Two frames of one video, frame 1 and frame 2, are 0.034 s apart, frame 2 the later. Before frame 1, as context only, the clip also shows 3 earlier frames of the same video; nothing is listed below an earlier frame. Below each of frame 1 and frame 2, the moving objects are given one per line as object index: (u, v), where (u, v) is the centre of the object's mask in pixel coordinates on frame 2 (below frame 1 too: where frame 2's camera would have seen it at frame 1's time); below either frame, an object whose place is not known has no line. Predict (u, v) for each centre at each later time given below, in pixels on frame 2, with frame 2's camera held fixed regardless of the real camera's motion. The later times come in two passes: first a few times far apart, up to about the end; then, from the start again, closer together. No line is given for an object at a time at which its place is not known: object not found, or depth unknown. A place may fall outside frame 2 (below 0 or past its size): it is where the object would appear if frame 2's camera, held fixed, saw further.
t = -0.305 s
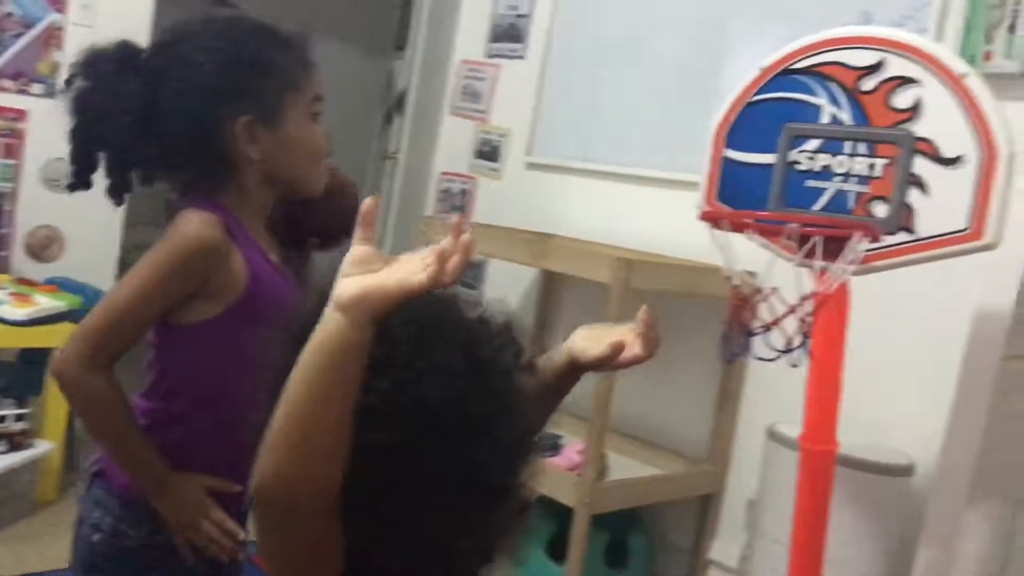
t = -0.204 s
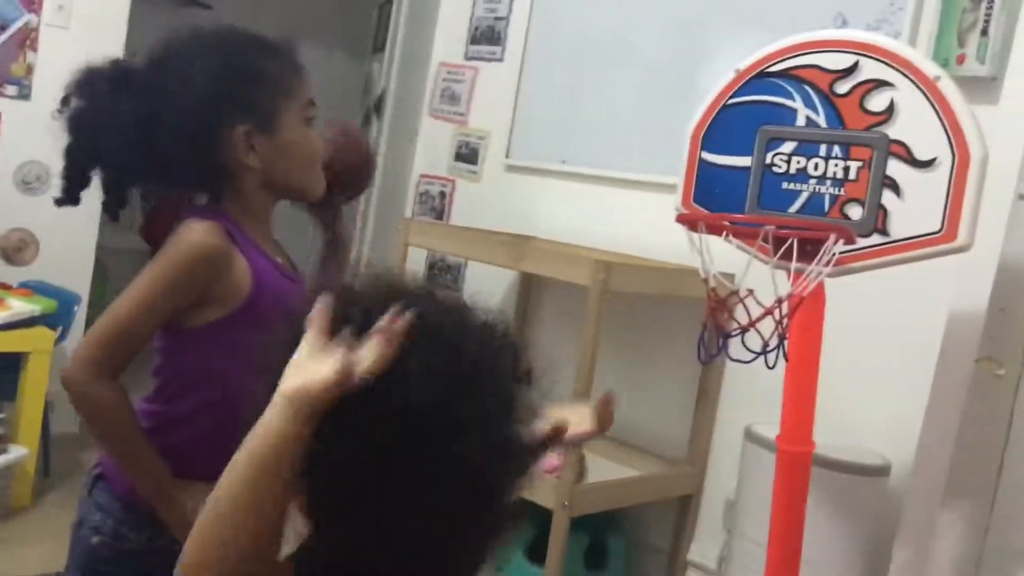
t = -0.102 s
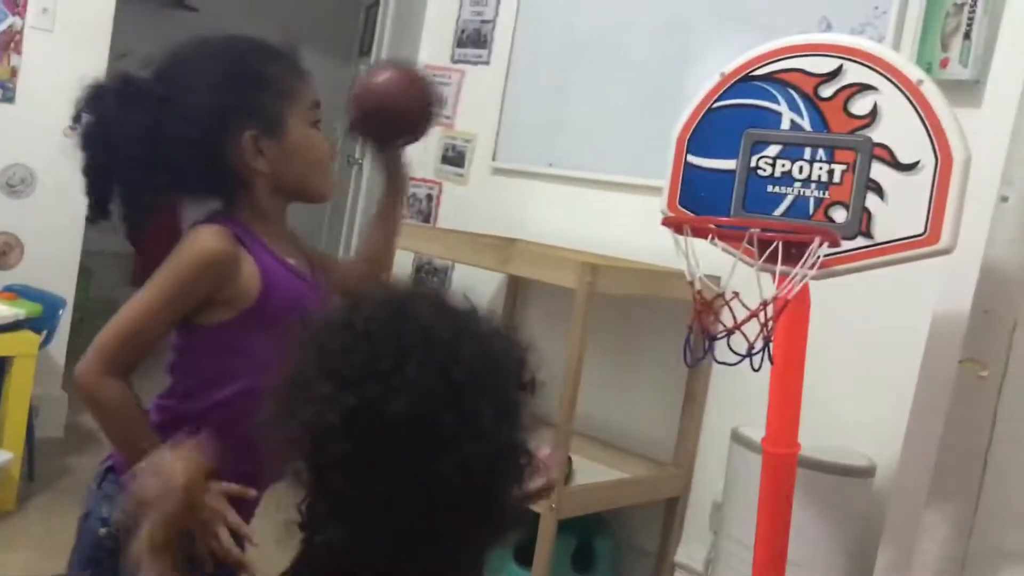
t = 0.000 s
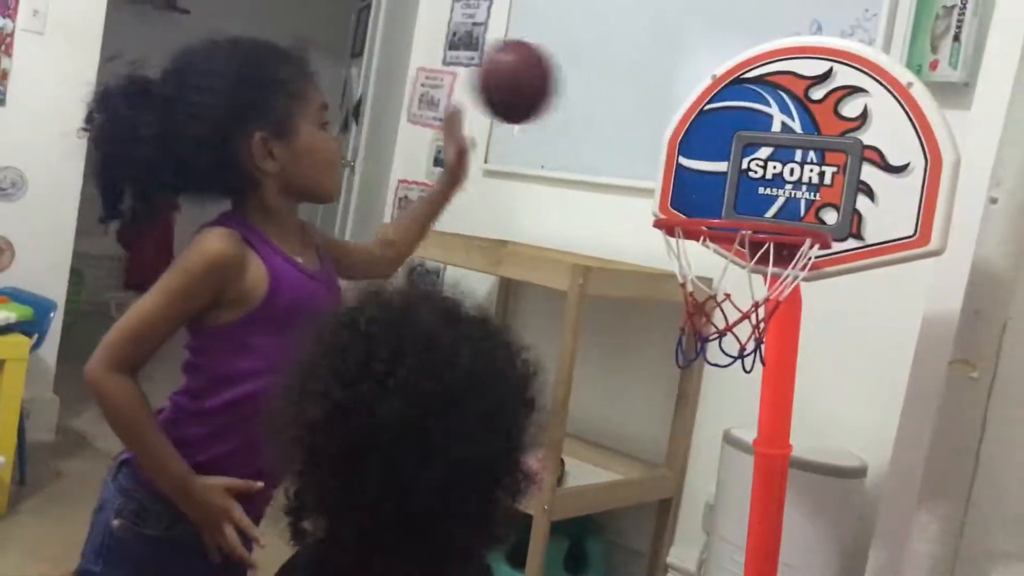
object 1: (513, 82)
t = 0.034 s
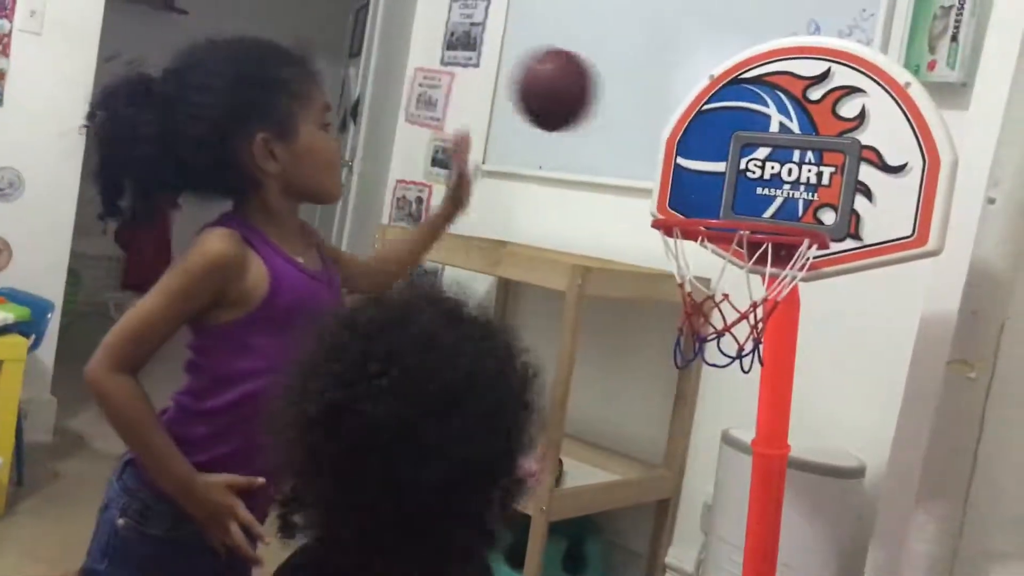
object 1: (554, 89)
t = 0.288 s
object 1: (786, 177)
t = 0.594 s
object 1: (886, 246)
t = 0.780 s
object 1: (894, 548)
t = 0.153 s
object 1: (680, 170)
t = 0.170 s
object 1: (696, 187)
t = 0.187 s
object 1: (709, 195)
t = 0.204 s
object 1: (722, 198)
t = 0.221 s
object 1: (738, 190)
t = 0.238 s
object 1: (752, 185)
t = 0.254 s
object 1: (767, 183)
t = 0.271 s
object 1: (778, 180)
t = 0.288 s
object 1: (786, 177)
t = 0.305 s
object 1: (792, 172)
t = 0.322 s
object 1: (799, 173)
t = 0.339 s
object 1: (806, 174)
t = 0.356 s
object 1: (812, 178)
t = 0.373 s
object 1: (818, 183)
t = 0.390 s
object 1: (824, 191)
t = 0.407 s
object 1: (829, 196)
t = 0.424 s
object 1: (834, 197)
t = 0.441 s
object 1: (840, 195)
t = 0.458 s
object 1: (845, 194)
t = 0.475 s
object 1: (851, 192)
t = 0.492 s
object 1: (858, 194)
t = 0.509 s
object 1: (863, 196)
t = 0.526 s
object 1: (868, 201)
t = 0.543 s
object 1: (874, 210)
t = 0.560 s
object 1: (878, 220)
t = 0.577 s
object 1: (881, 232)
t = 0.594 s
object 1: (886, 246)
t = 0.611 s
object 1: (890, 263)
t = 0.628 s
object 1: (892, 280)
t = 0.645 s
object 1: (895, 301)
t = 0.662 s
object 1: (896, 323)
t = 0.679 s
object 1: (898, 348)
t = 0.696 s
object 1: (899, 376)
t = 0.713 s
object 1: (899, 405)
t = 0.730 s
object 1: (899, 439)
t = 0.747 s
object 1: (897, 473)
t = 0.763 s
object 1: (896, 510)
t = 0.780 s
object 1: (894, 548)
